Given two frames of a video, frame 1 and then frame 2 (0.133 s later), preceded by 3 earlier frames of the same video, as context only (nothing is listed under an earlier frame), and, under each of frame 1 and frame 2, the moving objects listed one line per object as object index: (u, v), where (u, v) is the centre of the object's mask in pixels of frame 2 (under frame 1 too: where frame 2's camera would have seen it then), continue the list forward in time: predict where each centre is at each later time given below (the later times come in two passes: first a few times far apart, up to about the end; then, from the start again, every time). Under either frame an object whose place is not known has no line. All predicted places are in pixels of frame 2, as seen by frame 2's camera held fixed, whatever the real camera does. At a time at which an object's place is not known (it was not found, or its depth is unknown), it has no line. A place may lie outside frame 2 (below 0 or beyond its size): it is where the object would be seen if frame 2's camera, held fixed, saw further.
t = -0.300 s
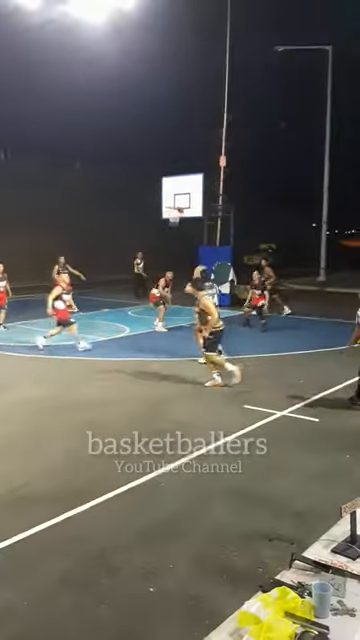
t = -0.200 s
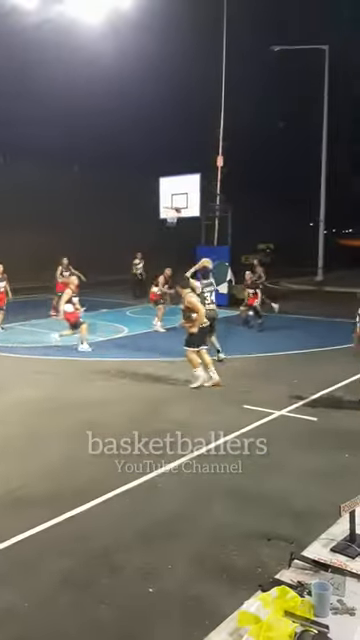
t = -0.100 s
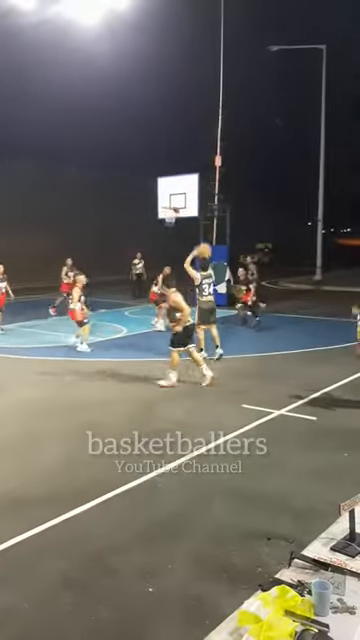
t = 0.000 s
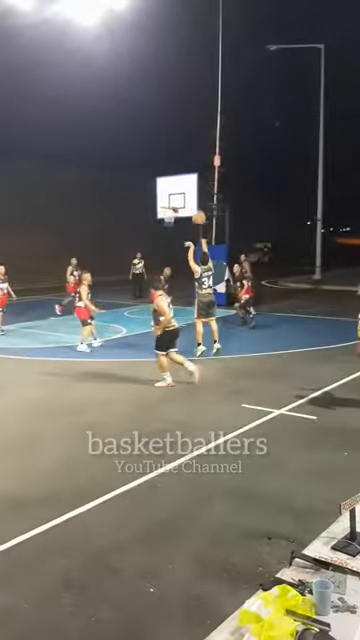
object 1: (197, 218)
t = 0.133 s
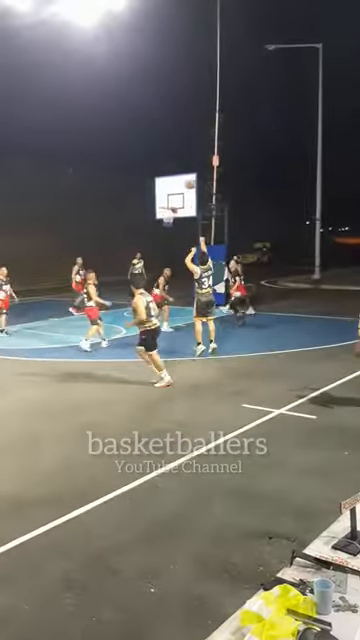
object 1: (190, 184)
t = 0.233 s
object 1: (185, 166)
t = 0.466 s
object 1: (175, 149)
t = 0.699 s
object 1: (167, 156)
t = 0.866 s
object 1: (162, 173)
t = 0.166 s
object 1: (188, 176)
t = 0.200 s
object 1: (187, 170)
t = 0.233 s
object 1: (185, 166)
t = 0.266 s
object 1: (184, 161)
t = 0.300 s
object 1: (182, 158)
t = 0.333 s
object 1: (181, 155)
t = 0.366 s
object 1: (179, 152)
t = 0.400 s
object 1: (178, 151)
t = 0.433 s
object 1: (177, 149)
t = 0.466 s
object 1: (175, 149)
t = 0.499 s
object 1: (174, 148)
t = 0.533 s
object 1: (172, 148)
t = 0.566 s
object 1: (172, 149)
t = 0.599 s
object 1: (170, 150)
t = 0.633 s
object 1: (169, 152)
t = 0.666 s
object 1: (168, 153)
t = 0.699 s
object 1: (167, 156)
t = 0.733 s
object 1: (166, 159)
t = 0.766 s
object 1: (166, 162)
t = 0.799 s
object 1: (165, 166)
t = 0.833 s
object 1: (164, 169)
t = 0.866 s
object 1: (162, 173)
